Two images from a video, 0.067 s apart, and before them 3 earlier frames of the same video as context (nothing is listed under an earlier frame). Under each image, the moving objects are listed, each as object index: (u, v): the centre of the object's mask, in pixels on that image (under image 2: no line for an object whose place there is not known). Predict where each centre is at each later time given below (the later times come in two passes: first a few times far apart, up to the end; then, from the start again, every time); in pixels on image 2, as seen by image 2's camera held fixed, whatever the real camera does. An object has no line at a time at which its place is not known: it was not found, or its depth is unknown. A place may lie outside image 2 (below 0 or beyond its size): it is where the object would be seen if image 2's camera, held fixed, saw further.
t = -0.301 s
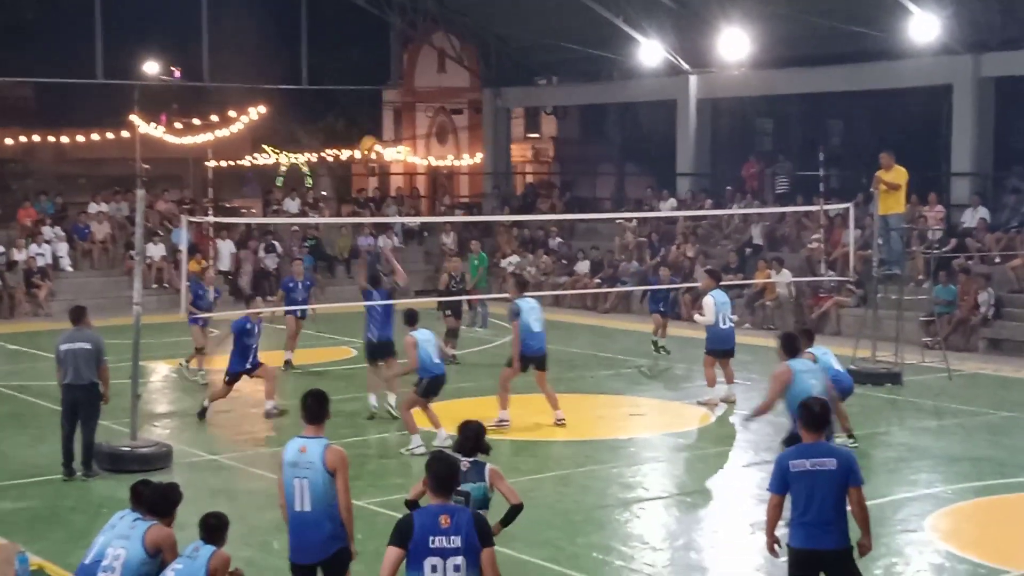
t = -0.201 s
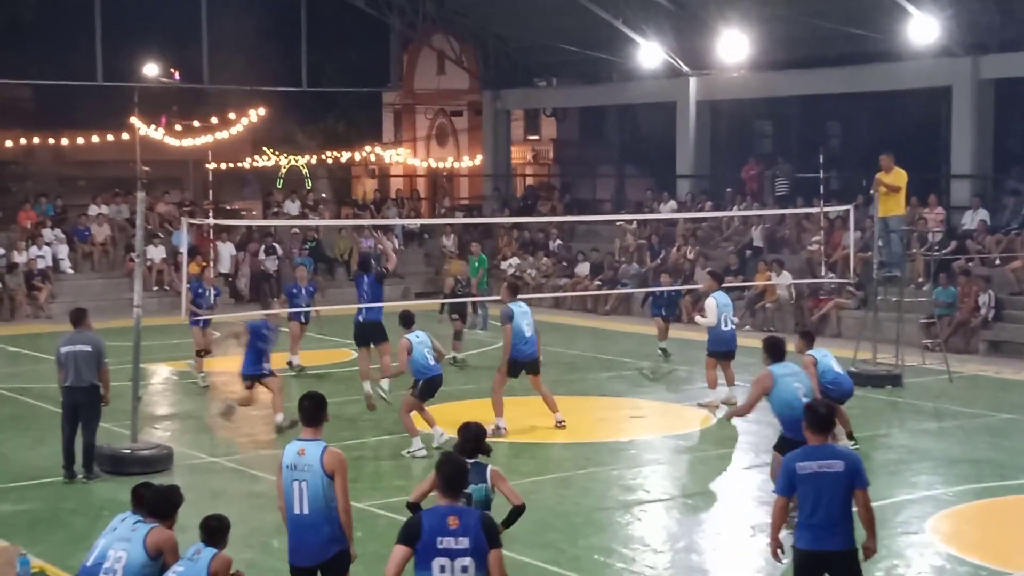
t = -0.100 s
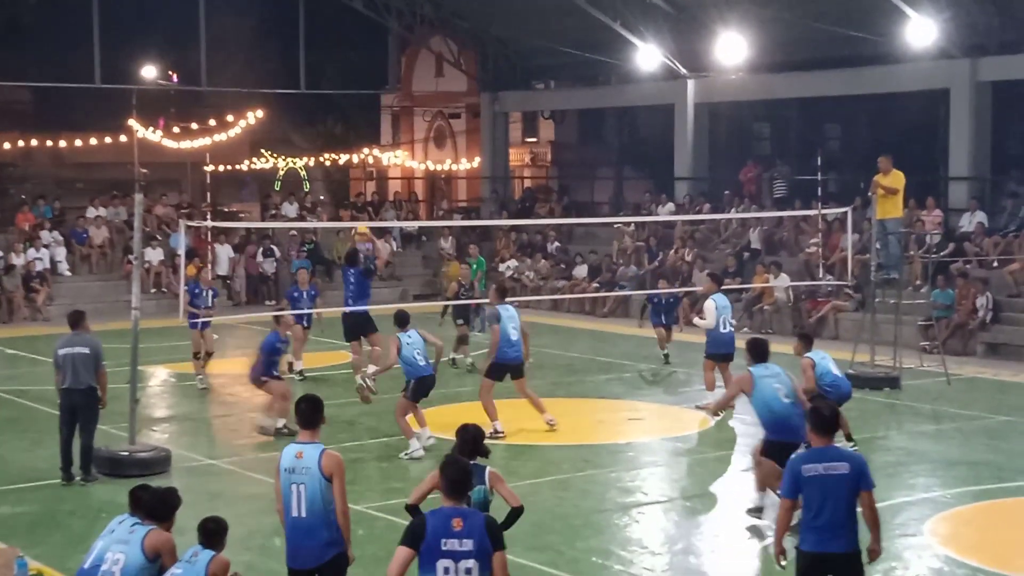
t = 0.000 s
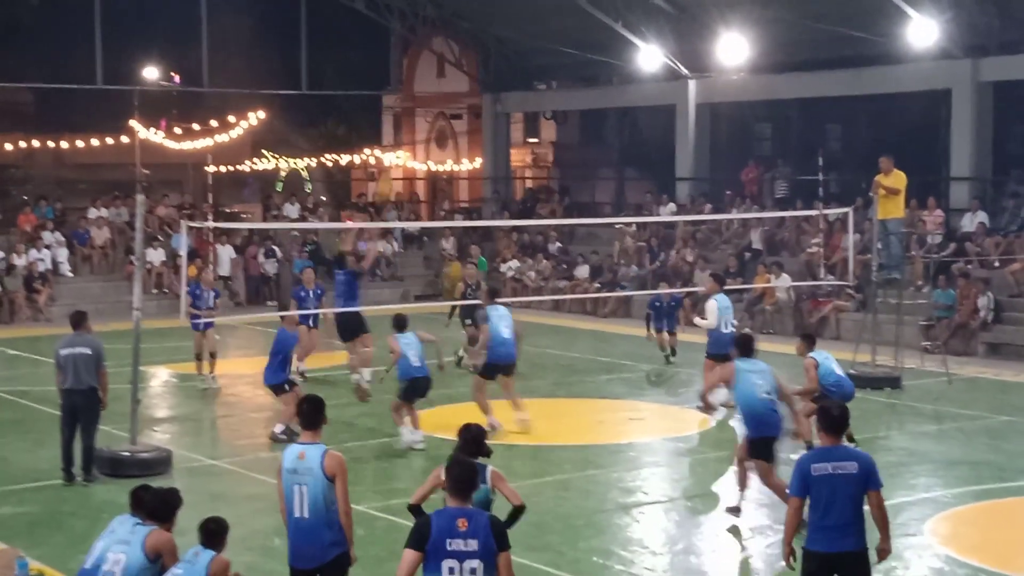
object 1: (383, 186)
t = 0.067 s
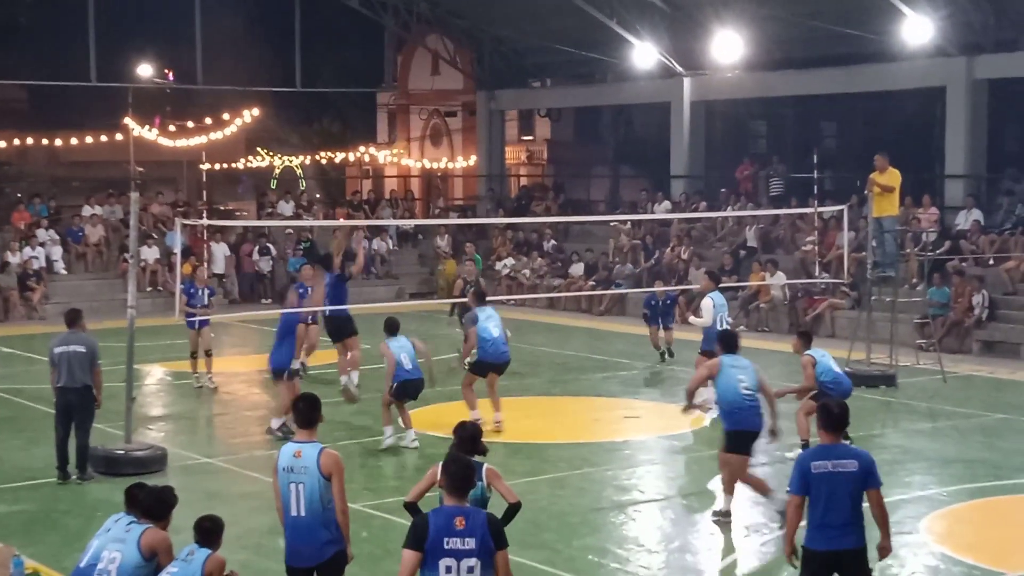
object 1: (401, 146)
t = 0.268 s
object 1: (451, 83)
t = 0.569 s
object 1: (520, 44)
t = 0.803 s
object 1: (573, 63)
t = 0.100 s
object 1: (405, 136)
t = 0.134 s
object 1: (417, 125)
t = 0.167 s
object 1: (427, 110)
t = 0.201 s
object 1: (435, 100)
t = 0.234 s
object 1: (442, 91)
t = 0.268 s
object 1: (451, 83)
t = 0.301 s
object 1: (461, 72)
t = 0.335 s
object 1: (467, 65)
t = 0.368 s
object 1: (474, 61)
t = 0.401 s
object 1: (481, 55)
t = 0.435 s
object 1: (489, 51)
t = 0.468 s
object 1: (497, 48)
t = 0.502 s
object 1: (504, 46)
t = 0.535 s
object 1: (513, 44)
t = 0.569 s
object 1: (520, 44)
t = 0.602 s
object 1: (529, 44)
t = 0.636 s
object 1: (536, 45)
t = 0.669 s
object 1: (544, 47)
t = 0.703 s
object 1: (551, 50)
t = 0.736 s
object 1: (558, 54)
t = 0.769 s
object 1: (565, 58)
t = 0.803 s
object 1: (573, 63)
